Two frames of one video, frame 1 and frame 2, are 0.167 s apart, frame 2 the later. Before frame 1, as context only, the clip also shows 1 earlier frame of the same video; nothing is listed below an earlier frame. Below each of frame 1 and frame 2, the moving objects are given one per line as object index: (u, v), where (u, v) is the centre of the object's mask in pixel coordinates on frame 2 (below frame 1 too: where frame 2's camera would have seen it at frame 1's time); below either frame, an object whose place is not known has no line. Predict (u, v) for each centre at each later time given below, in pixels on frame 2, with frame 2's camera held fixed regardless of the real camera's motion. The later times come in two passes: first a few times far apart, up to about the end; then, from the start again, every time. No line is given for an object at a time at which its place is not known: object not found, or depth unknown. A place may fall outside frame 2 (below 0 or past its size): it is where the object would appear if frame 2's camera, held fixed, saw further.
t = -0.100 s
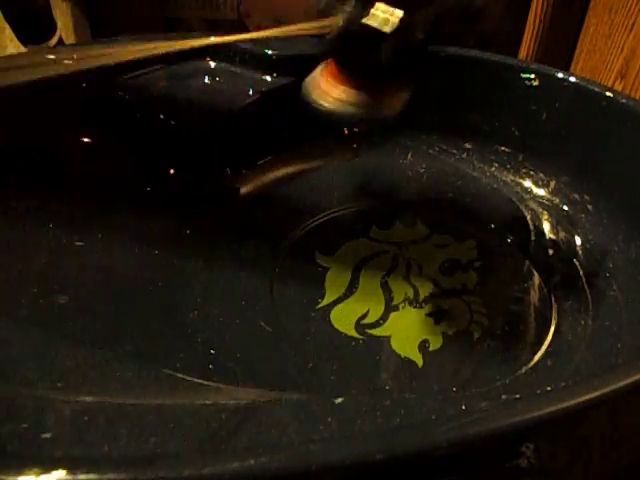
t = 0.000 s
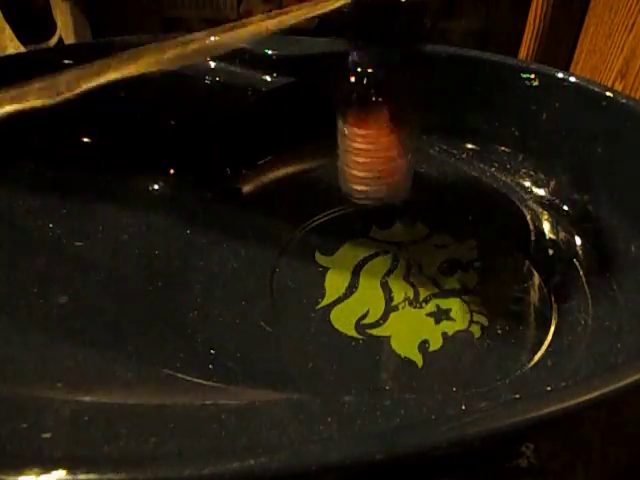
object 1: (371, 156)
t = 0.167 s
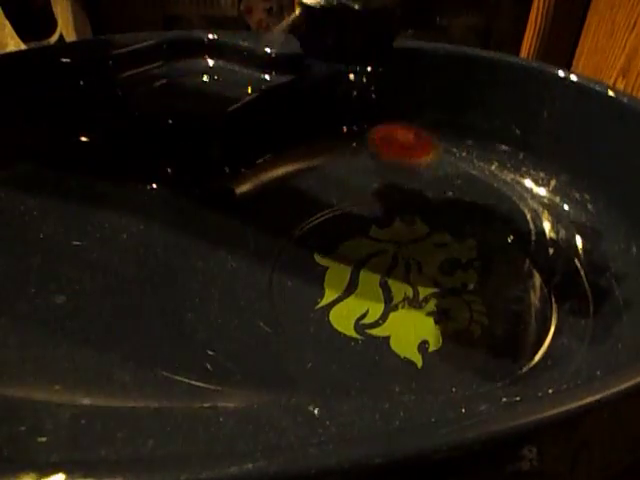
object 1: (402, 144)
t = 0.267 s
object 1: (406, 216)
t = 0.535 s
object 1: (359, 234)
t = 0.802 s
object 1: (401, 298)
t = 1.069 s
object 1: (515, 251)
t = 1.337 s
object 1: (368, 187)
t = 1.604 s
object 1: (322, 338)
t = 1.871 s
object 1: (540, 246)
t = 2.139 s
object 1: (280, 240)
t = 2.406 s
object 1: (534, 335)
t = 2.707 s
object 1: (336, 192)
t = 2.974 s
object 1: (423, 367)
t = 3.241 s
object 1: (497, 209)
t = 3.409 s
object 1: (323, 199)
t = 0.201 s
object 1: (405, 153)
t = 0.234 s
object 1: (409, 185)
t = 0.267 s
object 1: (406, 216)
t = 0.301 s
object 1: (405, 208)
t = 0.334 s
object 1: (402, 198)
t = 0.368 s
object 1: (399, 200)
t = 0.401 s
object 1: (392, 219)
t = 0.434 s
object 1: (386, 221)
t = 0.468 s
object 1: (377, 221)
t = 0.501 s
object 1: (367, 231)
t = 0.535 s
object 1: (359, 234)
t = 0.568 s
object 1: (352, 243)
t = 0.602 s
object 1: (350, 249)
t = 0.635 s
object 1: (351, 257)
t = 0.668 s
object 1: (353, 266)
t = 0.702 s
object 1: (360, 276)
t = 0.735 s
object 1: (371, 285)
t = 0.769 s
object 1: (384, 292)
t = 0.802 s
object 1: (401, 298)
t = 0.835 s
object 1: (419, 302)
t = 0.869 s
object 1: (440, 303)
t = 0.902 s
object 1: (460, 301)
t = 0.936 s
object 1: (478, 296)
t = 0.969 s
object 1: (493, 289)
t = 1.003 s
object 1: (505, 278)
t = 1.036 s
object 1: (513, 265)
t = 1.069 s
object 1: (515, 251)
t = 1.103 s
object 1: (511, 236)
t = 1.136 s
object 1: (503, 221)
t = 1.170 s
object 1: (488, 207)
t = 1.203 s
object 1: (470, 196)
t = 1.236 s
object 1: (446, 191)
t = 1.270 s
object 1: (420, 188)
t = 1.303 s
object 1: (394, 187)
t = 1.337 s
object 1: (368, 187)
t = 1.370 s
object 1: (343, 191)
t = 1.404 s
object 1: (319, 202)
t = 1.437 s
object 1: (299, 217)
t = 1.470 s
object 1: (282, 236)
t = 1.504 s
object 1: (275, 259)
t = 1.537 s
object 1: (280, 286)
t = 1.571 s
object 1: (294, 312)
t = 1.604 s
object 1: (322, 338)
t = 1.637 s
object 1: (360, 356)
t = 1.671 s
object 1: (409, 366)
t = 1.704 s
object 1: (459, 367)
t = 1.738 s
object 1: (504, 355)
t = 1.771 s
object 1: (536, 334)
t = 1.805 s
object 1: (553, 306)
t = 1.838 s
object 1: (553, 276)
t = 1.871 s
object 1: (540, 246)
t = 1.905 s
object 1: (514, 221)
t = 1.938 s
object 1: (480, 201)
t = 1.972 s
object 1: (442, 189)
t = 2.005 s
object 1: (402, 184)
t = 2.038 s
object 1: (363, 186)
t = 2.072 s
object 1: (329, 196)
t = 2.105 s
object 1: (299, 215)
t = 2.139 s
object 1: (280, 240)
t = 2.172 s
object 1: (276, 270)
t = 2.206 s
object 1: (287, 301)
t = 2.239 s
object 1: (314, 331)
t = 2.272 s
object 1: (353, 353)
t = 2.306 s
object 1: (405, 366)
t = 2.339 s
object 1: (454, 366)
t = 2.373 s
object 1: (501, 356)
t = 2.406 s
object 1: (534, 335)
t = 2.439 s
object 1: (551, 308)
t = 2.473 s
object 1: (554, 278)
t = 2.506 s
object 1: (542, 249)
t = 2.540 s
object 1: (519, 224)
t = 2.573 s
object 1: (486, 204)
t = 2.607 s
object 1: (450, 190)
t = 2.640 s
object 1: (411, 183)
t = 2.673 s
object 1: (372, 184)
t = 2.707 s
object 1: (336, 192)
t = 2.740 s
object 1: (306, 208)
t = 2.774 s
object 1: (288, 225)
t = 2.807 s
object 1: (276, 259)
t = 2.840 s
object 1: (281, 290)
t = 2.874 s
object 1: (302, 321)
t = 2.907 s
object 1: (337, 346)
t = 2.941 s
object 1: (380, 361)
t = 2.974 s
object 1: (423, 367)
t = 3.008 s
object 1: (467, 365)
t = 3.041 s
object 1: (509, 353)
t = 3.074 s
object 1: (540, 331)
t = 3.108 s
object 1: (555, 304)
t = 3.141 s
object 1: (555, 278)
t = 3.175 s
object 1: (545, 252)
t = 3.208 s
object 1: (526, 228)
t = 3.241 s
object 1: (497, 209)
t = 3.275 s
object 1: (465, 194)
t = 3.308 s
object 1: (428, 185)
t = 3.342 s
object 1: (390, 183)
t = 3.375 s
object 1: (356, 185)
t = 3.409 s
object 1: (323, 199)
